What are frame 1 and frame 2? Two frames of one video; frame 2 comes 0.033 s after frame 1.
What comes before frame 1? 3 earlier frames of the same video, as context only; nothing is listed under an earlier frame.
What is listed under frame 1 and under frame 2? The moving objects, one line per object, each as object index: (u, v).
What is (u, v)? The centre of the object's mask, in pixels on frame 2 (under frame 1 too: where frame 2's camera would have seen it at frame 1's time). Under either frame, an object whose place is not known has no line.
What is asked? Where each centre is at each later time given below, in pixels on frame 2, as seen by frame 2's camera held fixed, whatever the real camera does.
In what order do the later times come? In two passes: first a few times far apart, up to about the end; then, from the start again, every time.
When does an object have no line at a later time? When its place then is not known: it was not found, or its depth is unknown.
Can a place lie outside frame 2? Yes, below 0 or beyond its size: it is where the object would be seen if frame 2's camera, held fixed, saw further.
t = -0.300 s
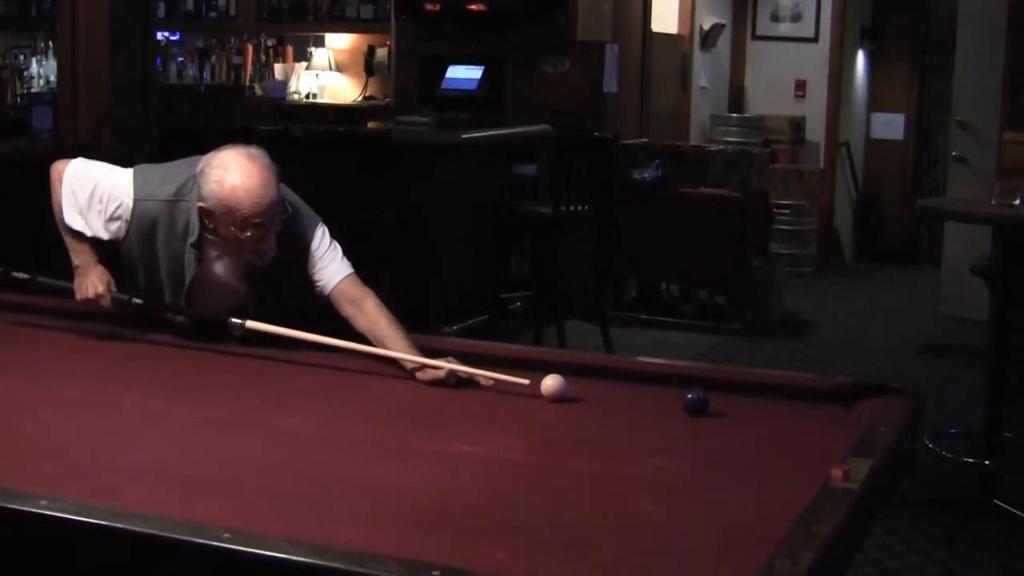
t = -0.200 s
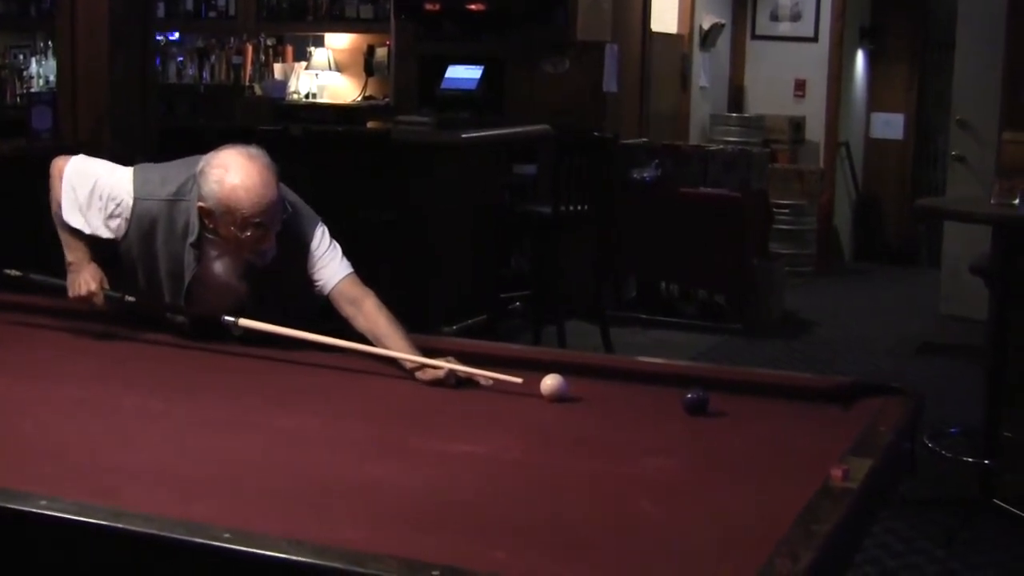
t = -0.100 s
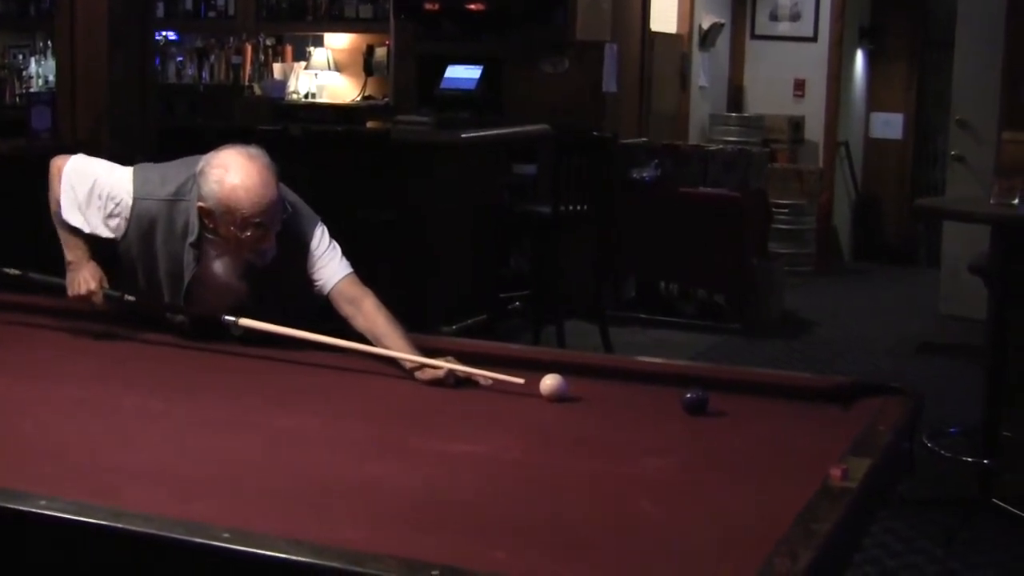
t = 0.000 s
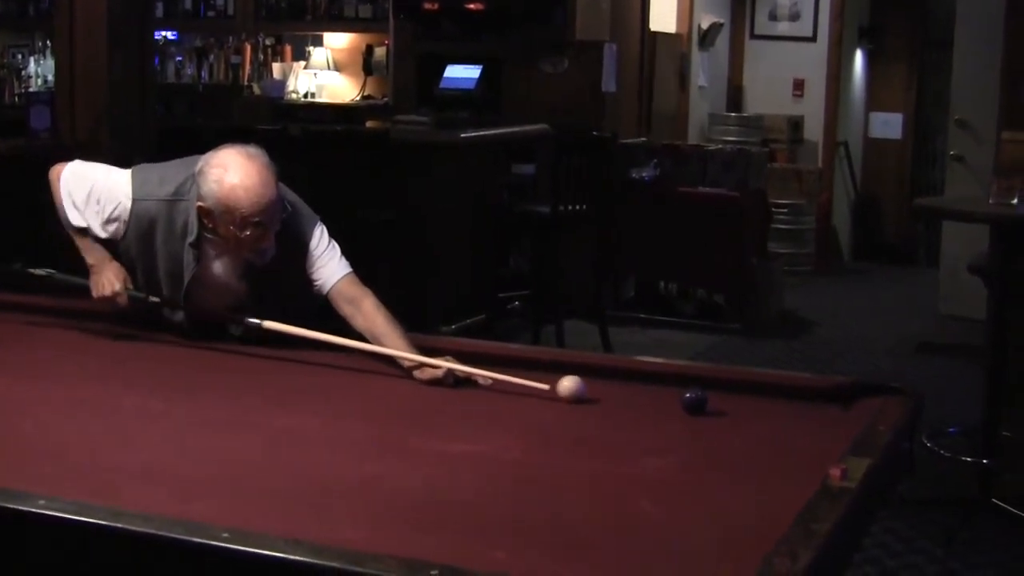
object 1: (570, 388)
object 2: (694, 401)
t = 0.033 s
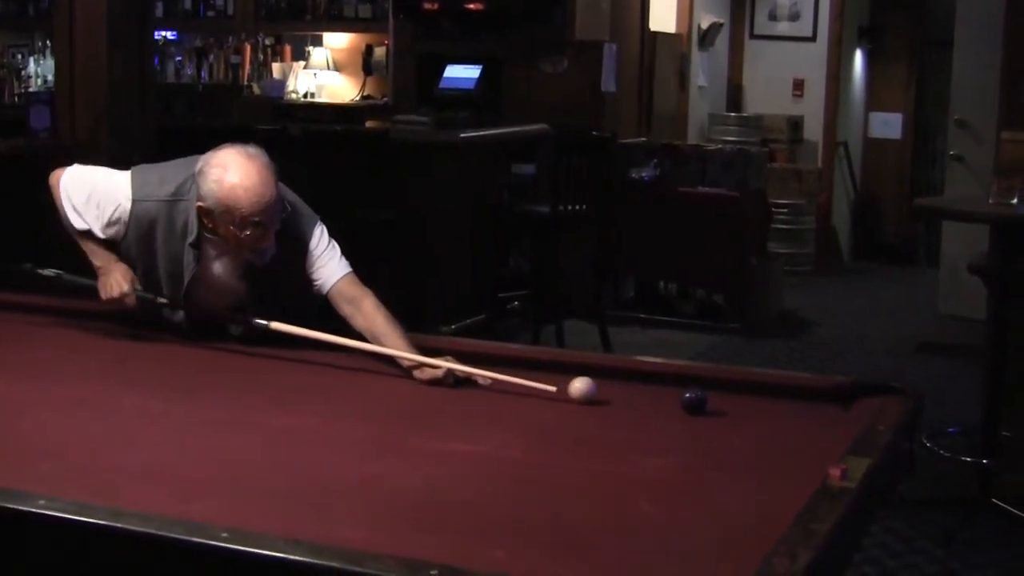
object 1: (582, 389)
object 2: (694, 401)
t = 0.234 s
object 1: (643, 396)
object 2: (694, 401)
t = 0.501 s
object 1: (681, 404)
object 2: (732, 402)
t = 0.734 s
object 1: (700, 412)
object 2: (770, 404)
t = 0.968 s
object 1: (717, 418)
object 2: (806, 403)
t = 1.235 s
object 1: (735, 425)
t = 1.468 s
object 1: (746, 430)
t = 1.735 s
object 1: (758, 435)
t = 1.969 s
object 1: (765, 438)
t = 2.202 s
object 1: (771, 442)
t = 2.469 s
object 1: (774, 444)
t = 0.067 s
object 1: (592, 390)
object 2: (694, 401)
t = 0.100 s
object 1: (602, 392)
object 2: (694, 401)
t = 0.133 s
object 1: (612, 393)
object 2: (694, 401)
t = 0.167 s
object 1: (623, 394)
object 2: (694, 401)
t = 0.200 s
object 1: (633, 395)
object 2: (694, 401)
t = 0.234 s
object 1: (643, 396)
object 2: (694, 401)
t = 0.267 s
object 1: (653, 397)
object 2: (694, 401)
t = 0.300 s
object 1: (664, 399)
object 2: (694, 401)
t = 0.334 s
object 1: (667, 400)
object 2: (700, 403)
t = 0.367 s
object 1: (669, 401)
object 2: (708, 403)
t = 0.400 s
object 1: (672, 402)
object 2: (714, 404)
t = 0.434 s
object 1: (675, 403)
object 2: (721, 403)
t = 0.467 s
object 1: (678, 403)
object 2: (727, 402)
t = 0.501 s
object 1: (681, 404)
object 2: (732, 402)
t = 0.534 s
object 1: (683, 405)
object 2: (738, 403)
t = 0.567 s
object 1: (687, 406)
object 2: (744, 402)
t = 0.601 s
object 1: (690, 408)
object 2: (751, 402)
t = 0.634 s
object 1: (693, 409)
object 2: (755, 402)
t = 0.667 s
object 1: (695, 410)
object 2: (761, 403)
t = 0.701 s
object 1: (697, 411)
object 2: (766, 403)
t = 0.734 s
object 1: (700, 412)
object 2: (770, 404)
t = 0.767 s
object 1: (702, 413)
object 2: (777, 402)
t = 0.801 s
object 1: (704, 413)
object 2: (782, 403)
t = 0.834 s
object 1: (707, 414)
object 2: (787, 403)
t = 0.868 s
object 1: (709, 415)
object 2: (792, 402)
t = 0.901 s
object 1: (712, 416)
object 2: (796, 402)
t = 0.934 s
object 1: (715, 417)
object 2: (801, 402)
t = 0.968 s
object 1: (717, 418)
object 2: (806, 403)
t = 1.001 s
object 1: (719, 418)
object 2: (810, 402)
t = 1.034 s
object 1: (722, 419)
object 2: (815, 402)
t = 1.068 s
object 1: (724, 421)
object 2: (820, 403)
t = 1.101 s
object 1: (726, 422)
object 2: (824, 403)
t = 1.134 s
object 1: (728, 423)
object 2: (829, 404)
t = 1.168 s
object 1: (730, 423)
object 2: (833, 403)
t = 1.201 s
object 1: (732, 424)
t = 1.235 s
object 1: (735, 425)
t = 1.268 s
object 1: (736, 426)
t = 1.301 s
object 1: (738, 426)
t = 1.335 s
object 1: (740, 427)
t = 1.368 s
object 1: (741, 427)
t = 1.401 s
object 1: (743, 428)
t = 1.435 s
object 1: (745, 429)
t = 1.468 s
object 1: (746, 430)
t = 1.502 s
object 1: (748, 430)
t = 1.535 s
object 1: (750, 431)
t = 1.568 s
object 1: (751, 432)
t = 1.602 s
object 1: (752, 432)
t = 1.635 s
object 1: (753, 433)
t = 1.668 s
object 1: (755, 433)
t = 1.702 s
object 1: (756, 434)
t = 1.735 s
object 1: (758, 435)
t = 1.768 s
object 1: (759, 435)
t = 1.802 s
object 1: (760, 436)
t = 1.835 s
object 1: (761, 436)
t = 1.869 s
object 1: (762, 437)
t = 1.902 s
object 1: (764, 437)
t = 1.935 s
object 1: (765, 438)
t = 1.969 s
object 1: (765, 438)
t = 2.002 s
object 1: (766, 439)
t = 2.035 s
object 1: (767, 440)
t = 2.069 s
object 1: (768, 440)
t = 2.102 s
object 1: (769, 441)
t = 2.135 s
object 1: (770, 441)
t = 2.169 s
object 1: (770, 441)
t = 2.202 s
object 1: (771, 442)
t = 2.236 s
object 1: (771, 442)
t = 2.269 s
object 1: (772, 442)
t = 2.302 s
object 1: (773, 443)
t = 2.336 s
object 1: (773, 443)
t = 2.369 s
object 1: (773, 443)
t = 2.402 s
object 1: (773, 443)
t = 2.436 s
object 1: (774, 443)
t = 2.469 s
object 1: (774, 444)
